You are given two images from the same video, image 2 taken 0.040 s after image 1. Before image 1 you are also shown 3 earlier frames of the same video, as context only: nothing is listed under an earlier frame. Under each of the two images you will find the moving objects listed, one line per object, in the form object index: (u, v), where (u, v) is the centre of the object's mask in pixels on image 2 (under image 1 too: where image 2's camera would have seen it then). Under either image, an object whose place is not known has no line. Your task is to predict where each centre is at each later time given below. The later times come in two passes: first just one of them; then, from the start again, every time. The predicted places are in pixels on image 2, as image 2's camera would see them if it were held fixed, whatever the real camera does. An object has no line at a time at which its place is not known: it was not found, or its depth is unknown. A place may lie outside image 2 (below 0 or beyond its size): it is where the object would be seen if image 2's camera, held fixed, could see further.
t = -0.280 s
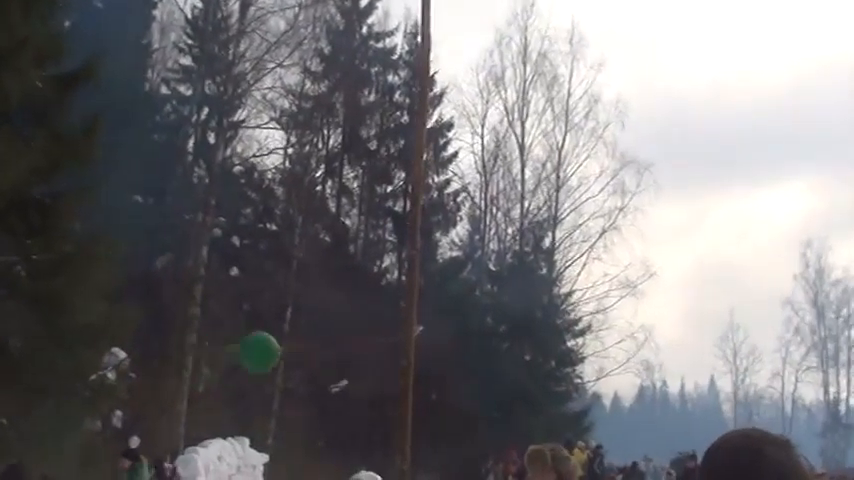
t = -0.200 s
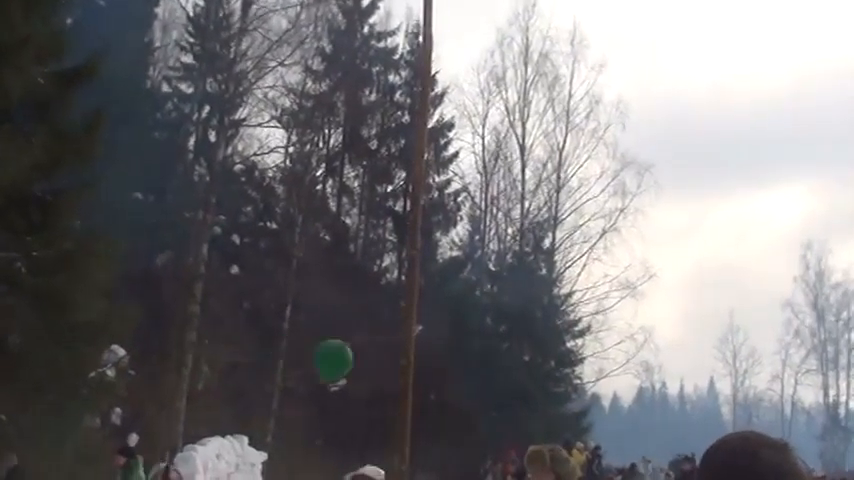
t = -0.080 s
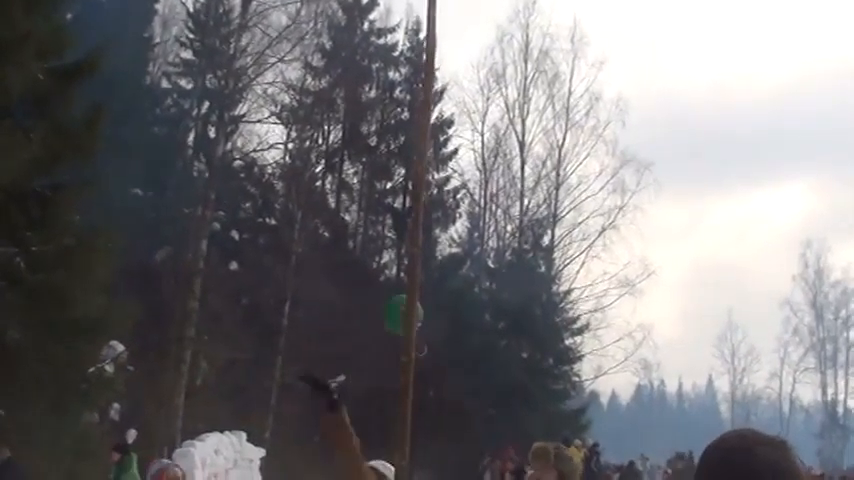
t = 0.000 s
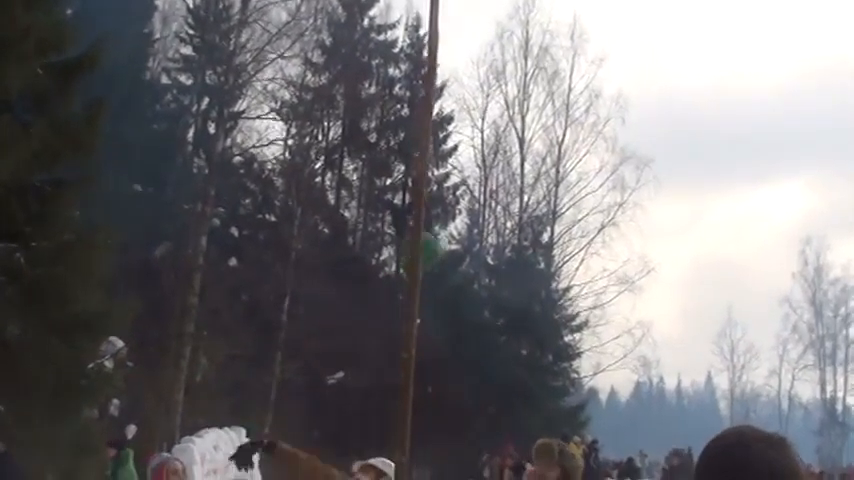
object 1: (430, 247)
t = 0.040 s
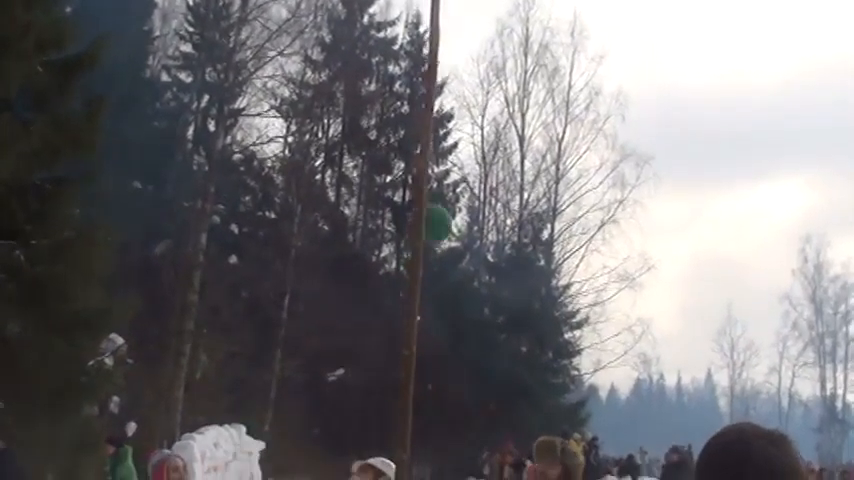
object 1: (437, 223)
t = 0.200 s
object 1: (467, 157)
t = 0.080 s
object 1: (443, 204)
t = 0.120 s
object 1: (448, 187)
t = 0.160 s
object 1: (456, 169)
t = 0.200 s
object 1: (467, 157)
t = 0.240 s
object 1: (478, 151)
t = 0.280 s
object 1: (485, 150)
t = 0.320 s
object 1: (489, 153)
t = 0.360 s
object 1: (493, 163)
